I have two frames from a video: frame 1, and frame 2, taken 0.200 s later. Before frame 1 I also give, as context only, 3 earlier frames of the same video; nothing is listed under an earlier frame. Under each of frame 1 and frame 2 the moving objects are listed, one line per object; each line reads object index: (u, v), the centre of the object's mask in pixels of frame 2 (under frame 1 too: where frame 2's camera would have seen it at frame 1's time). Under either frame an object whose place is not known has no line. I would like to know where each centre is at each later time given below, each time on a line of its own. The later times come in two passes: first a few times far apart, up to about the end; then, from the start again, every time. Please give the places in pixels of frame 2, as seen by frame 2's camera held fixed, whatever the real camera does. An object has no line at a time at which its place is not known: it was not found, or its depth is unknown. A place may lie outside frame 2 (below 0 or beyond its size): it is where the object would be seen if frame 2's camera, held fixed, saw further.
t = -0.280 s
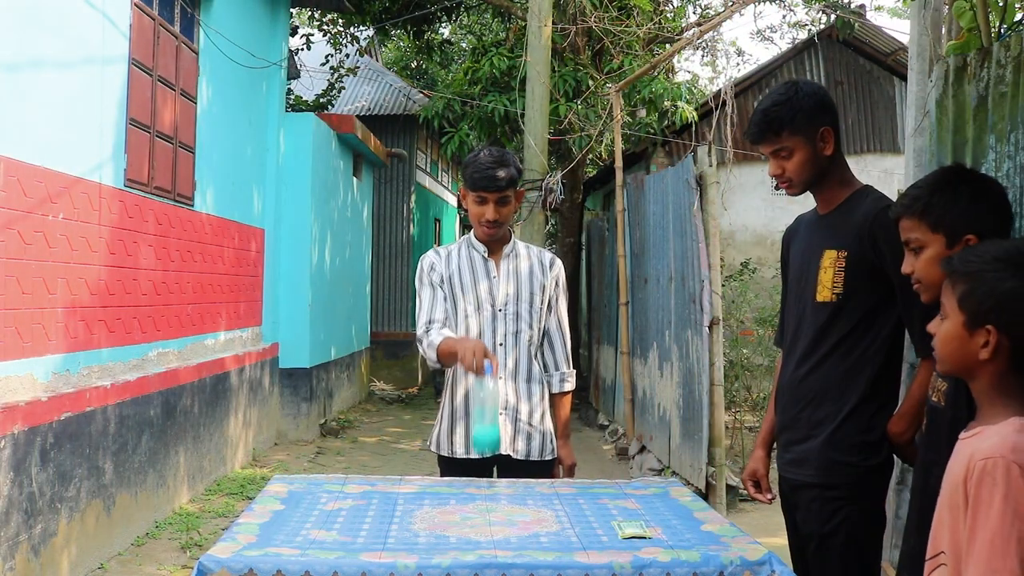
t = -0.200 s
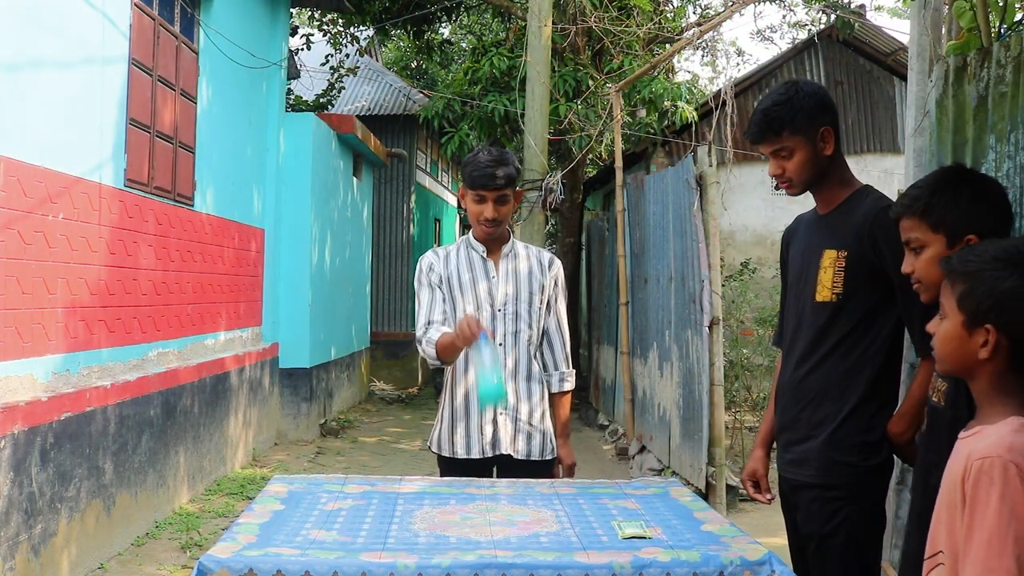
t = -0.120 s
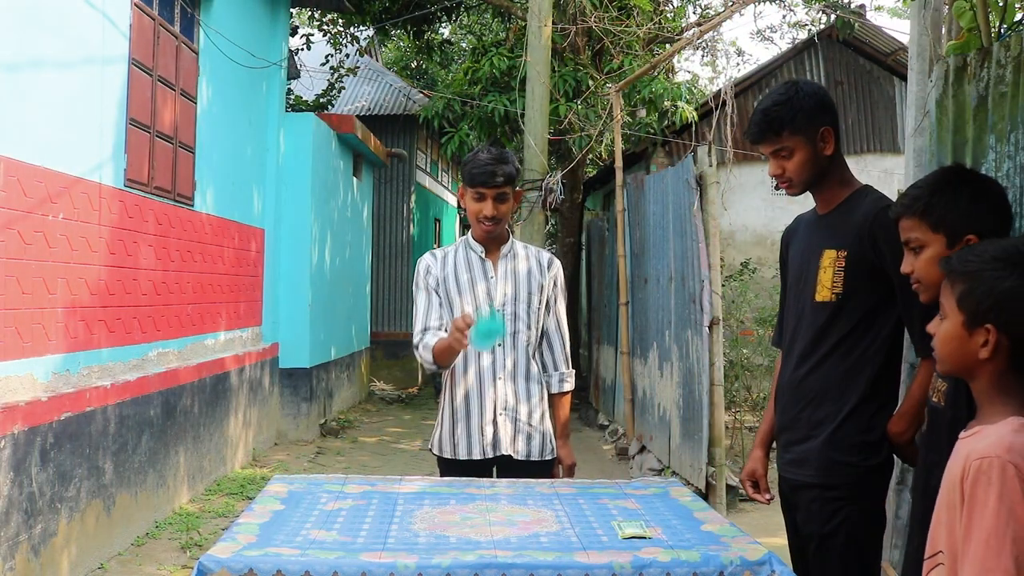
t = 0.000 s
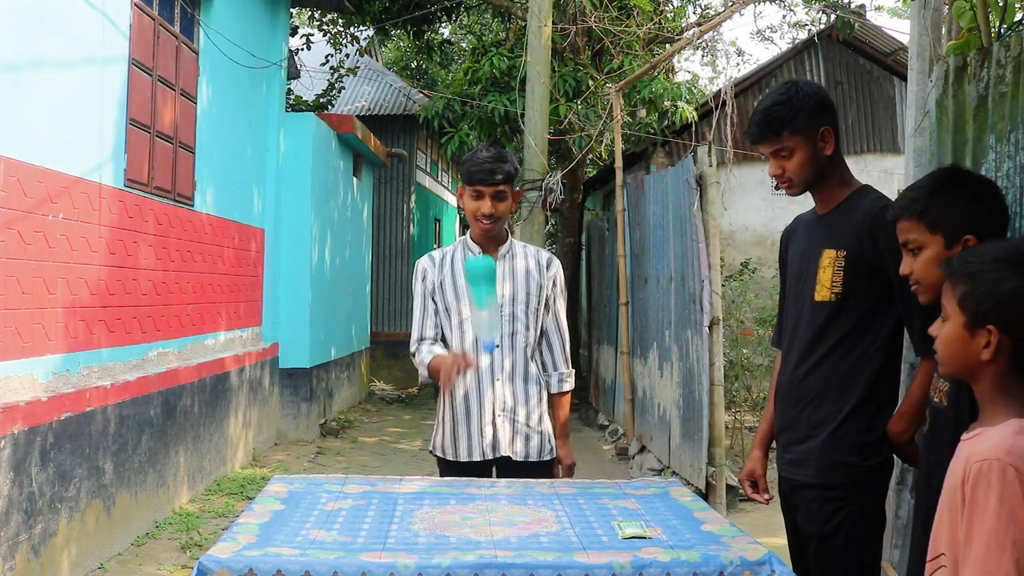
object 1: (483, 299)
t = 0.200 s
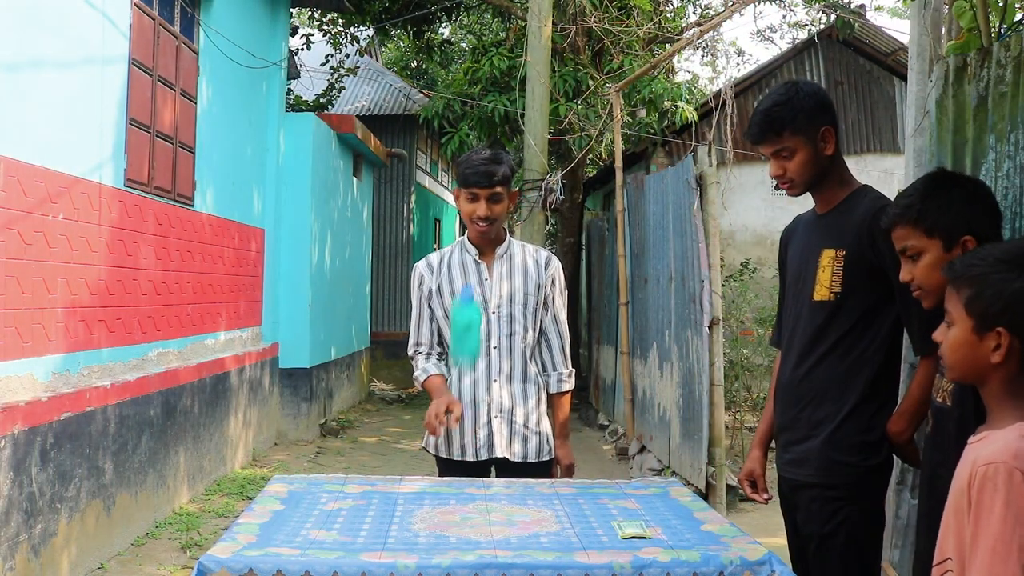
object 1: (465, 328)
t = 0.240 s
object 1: (462, 362)
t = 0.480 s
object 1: (428, 474)
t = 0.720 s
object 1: (397, 501)
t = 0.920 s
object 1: (396, 501)
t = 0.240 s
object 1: (462, 362)
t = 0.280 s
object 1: (458, 407)
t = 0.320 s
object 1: (453, 455)
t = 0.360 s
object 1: (446, 474)
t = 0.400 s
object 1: (439, 474)
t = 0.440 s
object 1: (435, 474)
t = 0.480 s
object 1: (428, 474)
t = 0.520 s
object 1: (419, 476)
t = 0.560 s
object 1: (410, 482)
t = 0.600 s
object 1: (400, 494)
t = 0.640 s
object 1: (399, 499)
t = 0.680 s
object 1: (398, 500)
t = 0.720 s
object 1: (397, 501)
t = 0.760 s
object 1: (396, 501)
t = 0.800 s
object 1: (396, 501)
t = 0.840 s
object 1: (396, 501)
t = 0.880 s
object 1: (396, 501)
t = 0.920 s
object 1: (396, 501)
